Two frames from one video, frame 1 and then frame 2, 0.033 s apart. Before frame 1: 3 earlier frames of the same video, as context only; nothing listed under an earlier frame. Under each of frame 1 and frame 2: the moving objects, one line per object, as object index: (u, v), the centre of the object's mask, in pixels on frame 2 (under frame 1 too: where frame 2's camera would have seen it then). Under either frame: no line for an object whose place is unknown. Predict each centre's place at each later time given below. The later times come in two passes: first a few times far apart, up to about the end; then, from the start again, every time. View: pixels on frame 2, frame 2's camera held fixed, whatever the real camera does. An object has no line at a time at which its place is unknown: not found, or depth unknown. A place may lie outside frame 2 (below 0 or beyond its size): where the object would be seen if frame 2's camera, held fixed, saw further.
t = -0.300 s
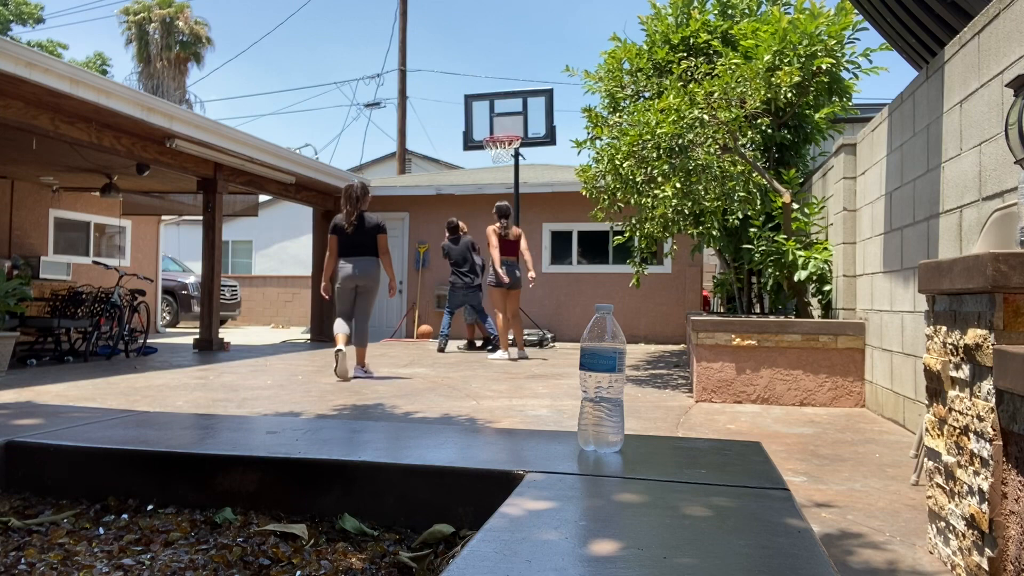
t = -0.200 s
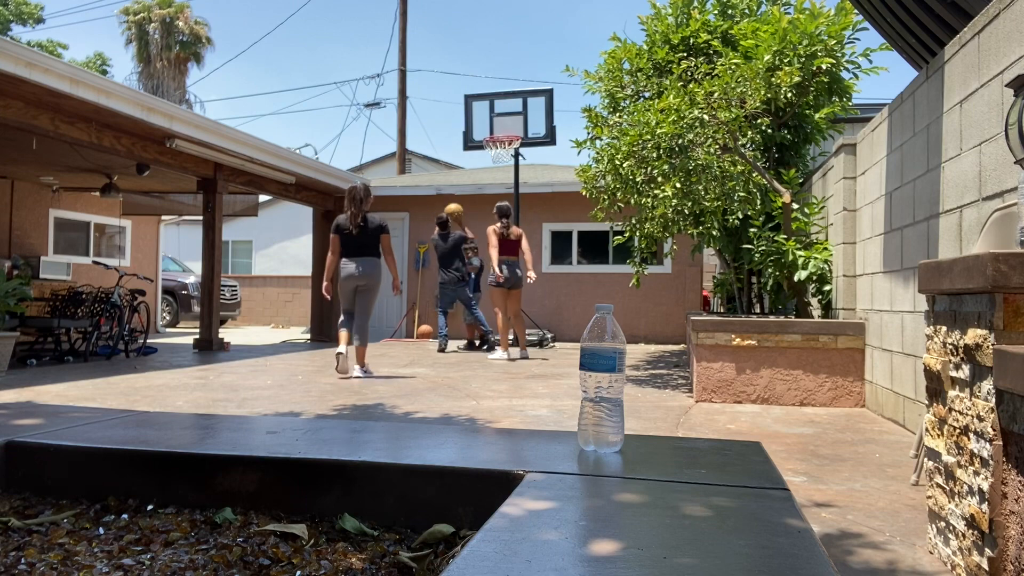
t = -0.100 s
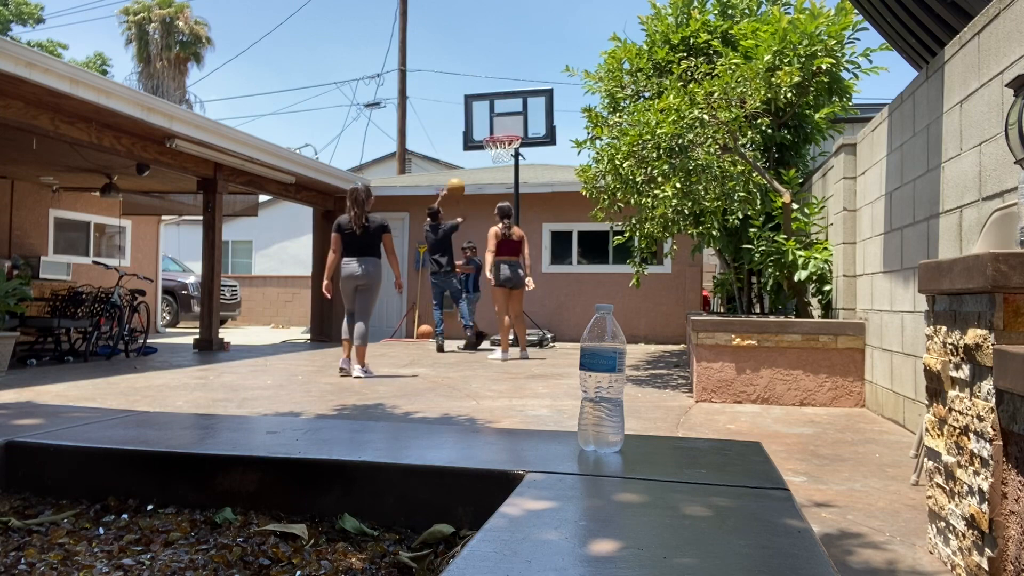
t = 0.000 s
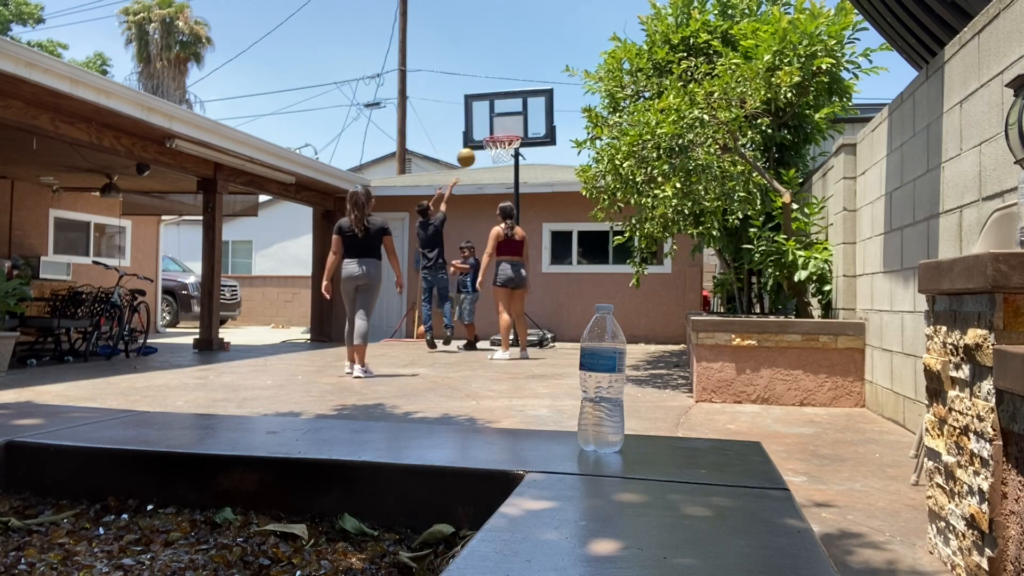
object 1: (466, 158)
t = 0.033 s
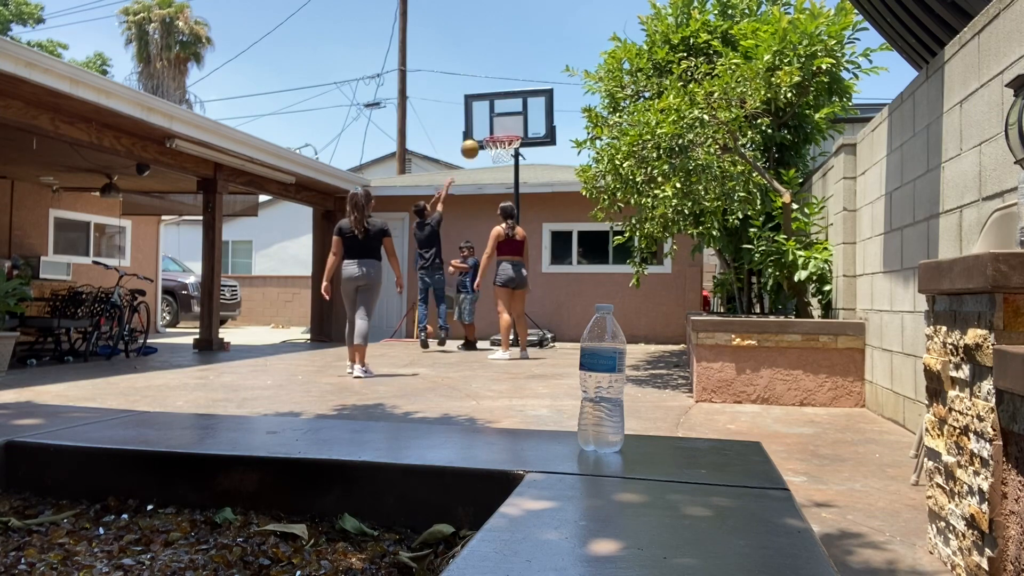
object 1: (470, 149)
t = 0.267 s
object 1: (492, 116)
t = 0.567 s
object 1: (501, 136)
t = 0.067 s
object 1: (473, 142)
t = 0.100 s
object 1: (477, 135)
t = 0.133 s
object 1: (481, 129)
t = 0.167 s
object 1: (485, 125)
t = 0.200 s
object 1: (489, 121)
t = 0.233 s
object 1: (490, 118)
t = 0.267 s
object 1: (492, 116)
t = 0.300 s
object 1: (493, 115)
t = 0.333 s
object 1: (494, 115)
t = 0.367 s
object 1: (495, 116)
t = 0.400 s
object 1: (496, 117)
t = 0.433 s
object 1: (497, 119)
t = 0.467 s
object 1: (498, 123)
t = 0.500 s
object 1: (499, 126)
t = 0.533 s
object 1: (500, 129)
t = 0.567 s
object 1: (501, 136)
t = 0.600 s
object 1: (502, 144)
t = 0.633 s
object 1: (503, 151)
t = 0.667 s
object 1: (503, 159)
